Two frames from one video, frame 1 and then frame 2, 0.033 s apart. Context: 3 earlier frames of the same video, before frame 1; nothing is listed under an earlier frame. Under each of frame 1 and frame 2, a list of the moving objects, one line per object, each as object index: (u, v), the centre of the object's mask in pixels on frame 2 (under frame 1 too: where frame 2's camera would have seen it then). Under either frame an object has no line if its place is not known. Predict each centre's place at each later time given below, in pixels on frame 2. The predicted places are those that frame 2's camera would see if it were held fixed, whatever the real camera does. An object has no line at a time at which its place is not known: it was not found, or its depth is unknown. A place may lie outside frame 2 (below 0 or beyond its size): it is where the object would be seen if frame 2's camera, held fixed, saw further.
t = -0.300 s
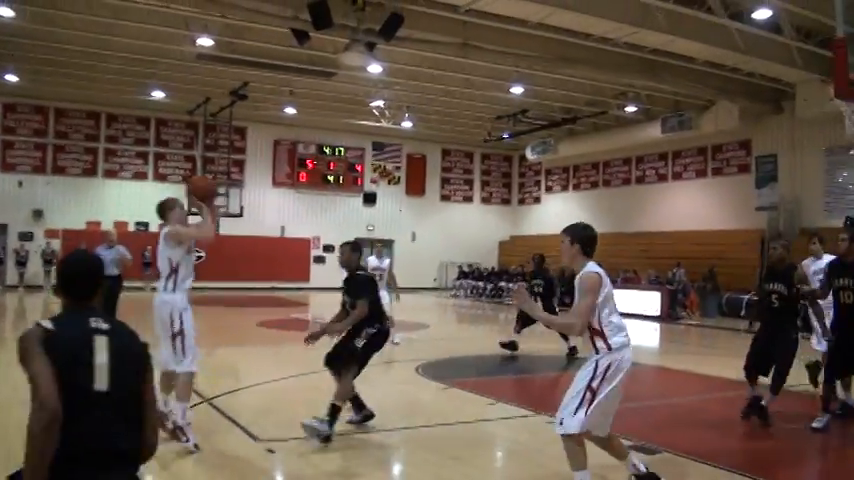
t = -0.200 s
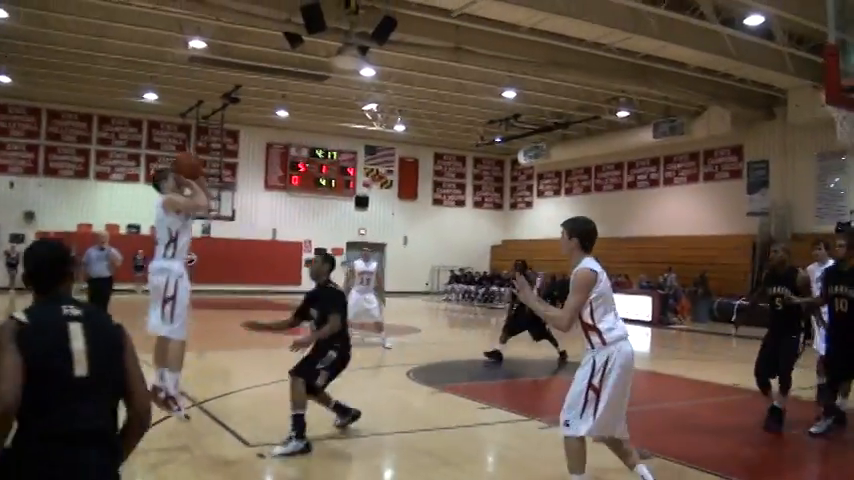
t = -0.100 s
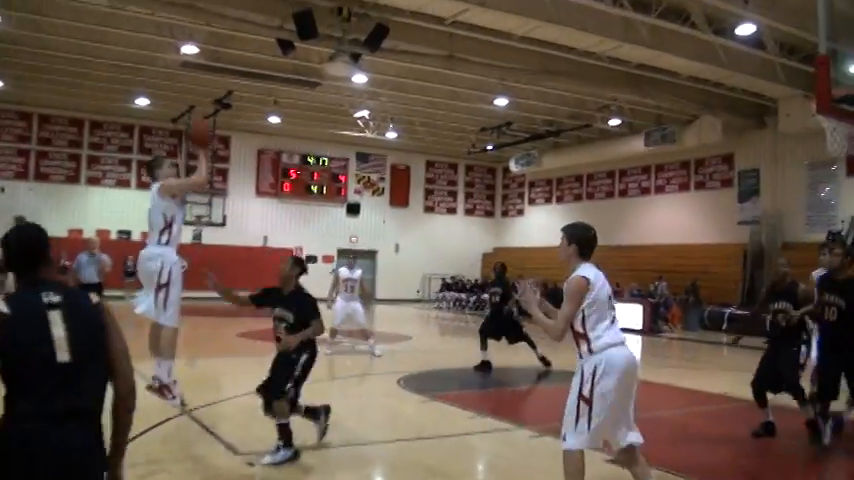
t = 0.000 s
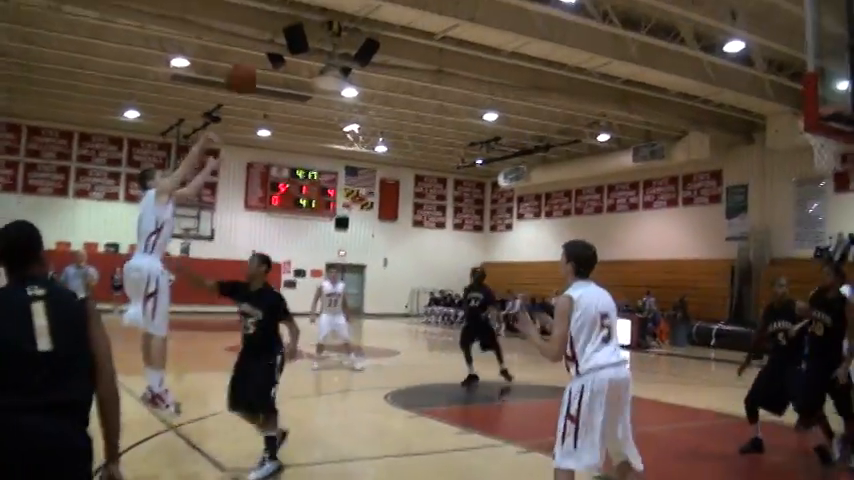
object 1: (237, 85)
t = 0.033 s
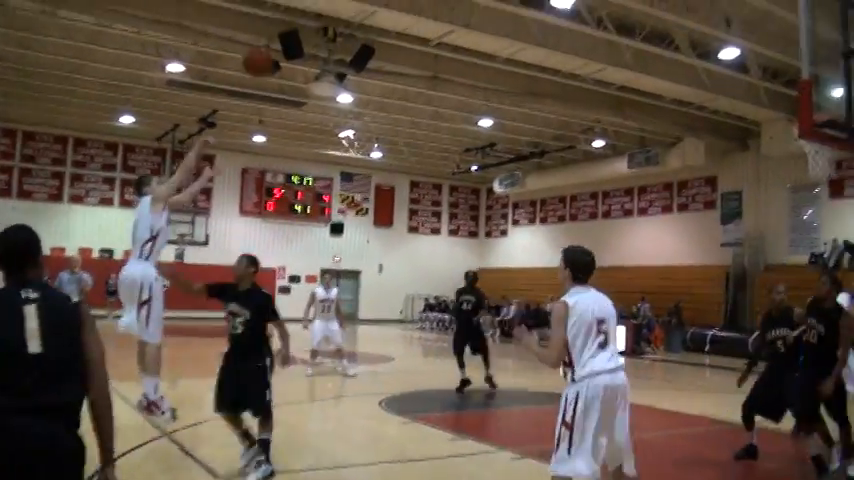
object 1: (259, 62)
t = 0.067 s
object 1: (279, 42)
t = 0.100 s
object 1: (299, 25)
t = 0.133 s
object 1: (319, 5)
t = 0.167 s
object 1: (336, -10)
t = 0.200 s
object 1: (356, -22)
